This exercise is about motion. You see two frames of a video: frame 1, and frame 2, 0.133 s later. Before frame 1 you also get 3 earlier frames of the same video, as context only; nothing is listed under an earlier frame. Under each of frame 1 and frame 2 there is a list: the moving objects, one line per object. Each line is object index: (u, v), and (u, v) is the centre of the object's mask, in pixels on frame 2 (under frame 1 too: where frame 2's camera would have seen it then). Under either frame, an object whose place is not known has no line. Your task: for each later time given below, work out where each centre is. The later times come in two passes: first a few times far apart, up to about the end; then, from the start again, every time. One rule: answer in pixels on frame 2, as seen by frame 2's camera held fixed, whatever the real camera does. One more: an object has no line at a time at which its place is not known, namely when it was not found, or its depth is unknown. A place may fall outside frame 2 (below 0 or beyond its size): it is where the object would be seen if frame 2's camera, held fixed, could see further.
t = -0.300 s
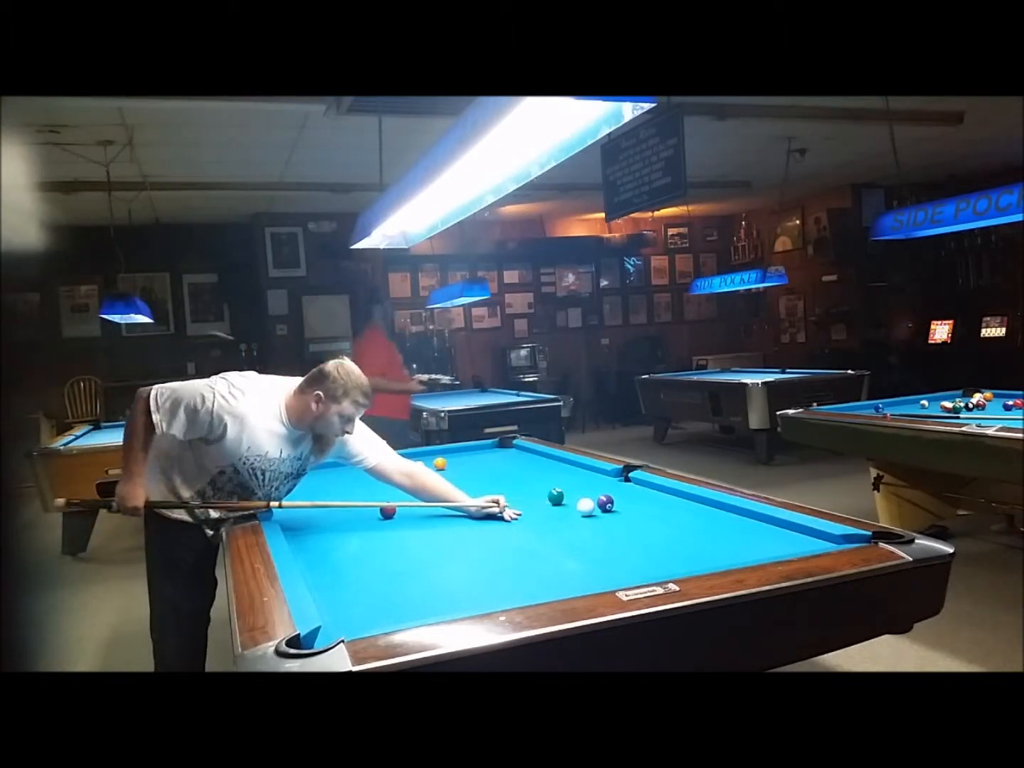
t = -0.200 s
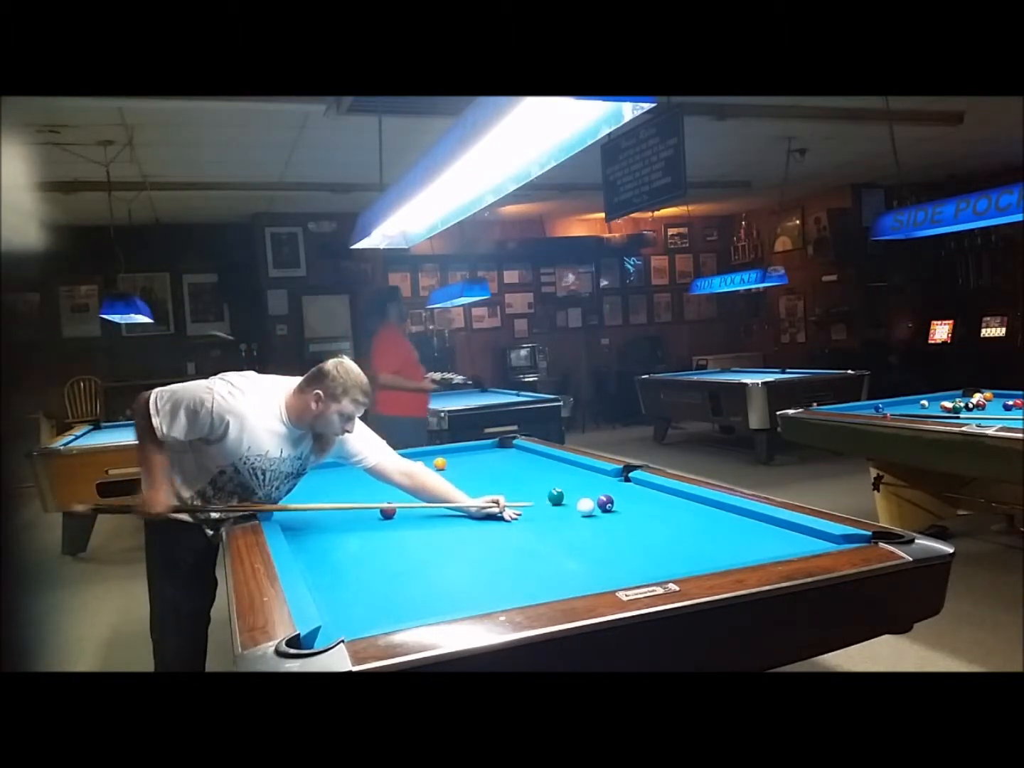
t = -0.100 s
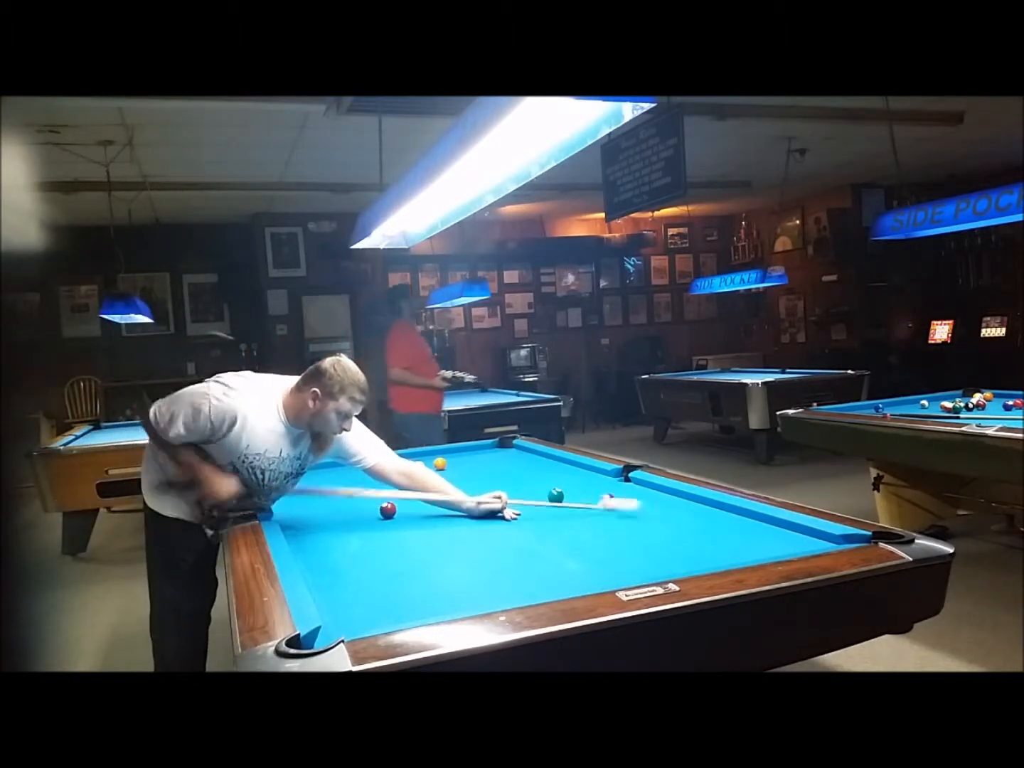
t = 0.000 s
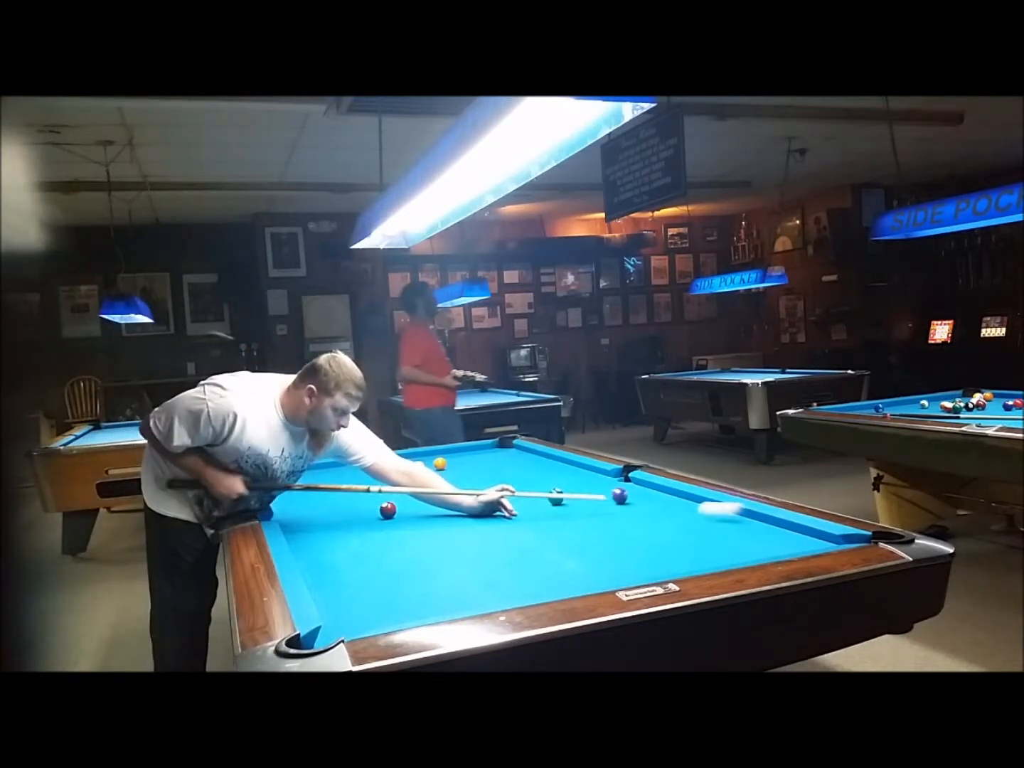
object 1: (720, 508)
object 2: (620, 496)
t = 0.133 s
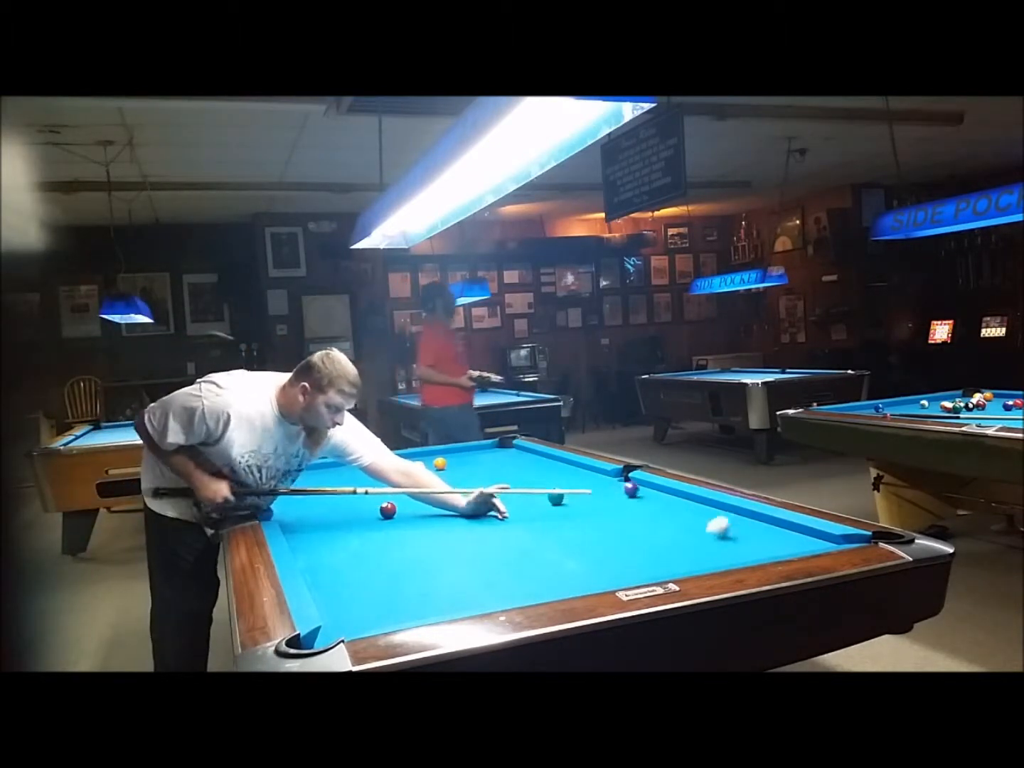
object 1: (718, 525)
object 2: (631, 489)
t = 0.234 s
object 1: (701, 539)
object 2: (640, 485)
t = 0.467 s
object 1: (660, 569)
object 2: (618, 484)
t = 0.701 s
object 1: (569, 573)
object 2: (591, 483)
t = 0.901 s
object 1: (497, 572)
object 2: (570, 483)
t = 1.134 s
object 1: (419, 572)
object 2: (547, 482)
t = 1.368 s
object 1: (346, 573)
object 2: (526, 483)
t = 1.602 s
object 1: (328, 564)
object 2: (506, 482)
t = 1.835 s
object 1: (356, 549)
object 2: (488, 482)
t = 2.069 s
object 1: (381, 536)
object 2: (471, 483)
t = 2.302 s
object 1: (401, 525)
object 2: (456, 482)
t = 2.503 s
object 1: (417, 516)
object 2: (443, 483)
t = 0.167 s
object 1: (712, 530)
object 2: (634, 488)
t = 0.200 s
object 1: (706, 535)
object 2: (637, 486)
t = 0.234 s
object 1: (701, 539)
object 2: (640, 485)
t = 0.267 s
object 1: (696, 544)
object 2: (642, 484)
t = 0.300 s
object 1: (691, 549)
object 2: (638, 484)
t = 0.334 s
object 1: (686, 554)
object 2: (634, 484)
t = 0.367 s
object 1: (681, 559)
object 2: (629, 483)
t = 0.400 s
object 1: (675, 562)
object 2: (625, 484)
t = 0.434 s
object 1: (669, 566)
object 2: (622, 483)
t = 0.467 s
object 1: (660, 569)
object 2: (618, 484)
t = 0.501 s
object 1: (646, 570)
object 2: (614, 483)
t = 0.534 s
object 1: (632, 570)
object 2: (610, 483)
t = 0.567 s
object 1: (619, 570)
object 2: (606, 483)
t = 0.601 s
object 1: (607, 570)
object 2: (602, 483)
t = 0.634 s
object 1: (594, 572)
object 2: (599, 483)
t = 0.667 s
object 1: (582, 573)
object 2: (596, 483)
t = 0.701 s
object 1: (569, 573)
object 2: (591, 483)
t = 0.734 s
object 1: (557, 573)
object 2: (588, 483)
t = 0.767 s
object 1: (545, 572)
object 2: (584, 483)
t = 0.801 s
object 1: (533, 572)
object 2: (581, 483)
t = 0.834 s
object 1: (521, 572)
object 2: (578, 482)
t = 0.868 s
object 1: (509, 572)
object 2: (574, 482)
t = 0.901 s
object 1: (497, 572)
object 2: (570, 483)
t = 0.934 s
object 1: (486, 572)
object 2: (567, 483)
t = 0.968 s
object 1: (474, 572)
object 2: (564, 482)
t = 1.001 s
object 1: (463, 572)
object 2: (561, 482)
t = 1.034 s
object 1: (452, 572)
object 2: (557, 481)
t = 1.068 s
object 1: (441, 572)
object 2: (553, 482)
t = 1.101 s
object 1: (430, 572)
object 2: (550, 482)
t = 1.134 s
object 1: (419, 572)
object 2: (547, 482)
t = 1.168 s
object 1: (408, 572)
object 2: (544, 482)
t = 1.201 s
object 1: (397, 572)
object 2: (541, 483)
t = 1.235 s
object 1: (387, 572)
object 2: (538, 482)
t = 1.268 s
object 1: (377, 572)
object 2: (535, 482)
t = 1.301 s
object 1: (366, 572)
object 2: (532, 482)
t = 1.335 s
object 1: (356, 572)
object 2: (529, 482)
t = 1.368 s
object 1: (346, 573)
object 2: (526, 483)
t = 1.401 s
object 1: (336, 572)
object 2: (523, 482)
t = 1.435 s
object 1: (325, 572)
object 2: (521, 482)
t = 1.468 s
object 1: (316, 573)
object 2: (518, 482)
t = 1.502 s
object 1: (314, 572)
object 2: (515, 482)
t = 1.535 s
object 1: (318, 569)
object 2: (512, 482)
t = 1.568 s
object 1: (323, 567)
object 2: (509, 482)
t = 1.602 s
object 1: (328, 564)
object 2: (506, 482)
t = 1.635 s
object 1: (332, 562)
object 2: (504, 482)
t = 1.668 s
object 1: (336, 560)
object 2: (501, 483)
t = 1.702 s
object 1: (340, 557)
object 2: (499, 482)
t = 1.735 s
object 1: (344, 555)
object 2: (496, 482)
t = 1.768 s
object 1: (348, 553)
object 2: (493, 482)
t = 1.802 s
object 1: (352, 551)
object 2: (491, 482)
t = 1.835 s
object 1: (356, 549)
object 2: (488, 482)
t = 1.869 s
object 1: (359, 547)
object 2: (486, 482)
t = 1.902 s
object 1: (363, 545)
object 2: (483, 483)
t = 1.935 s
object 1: (367, 543)
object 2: (481, 483)
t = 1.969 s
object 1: (370, 541)
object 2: (479, 482)
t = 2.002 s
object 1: (374, 539)
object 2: (476, 483)
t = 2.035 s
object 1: (377, 538)
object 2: (474, 483)
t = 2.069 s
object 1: (381, 536)
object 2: (471, 483)
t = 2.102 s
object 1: (384, 534)
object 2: (469, 483)
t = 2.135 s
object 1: (387, 532)
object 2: (466, 482)
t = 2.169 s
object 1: (390, 531)
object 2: (464, 483)
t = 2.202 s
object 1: (393, 529)
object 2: (462, 483)
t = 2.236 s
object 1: (396, 528)
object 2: (460, 482)
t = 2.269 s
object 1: (398, 526)
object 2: (458, 482)
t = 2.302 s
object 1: (401, 525)
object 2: (456, 482)
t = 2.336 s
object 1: (404, 523)
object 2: (453, 482)
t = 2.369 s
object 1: (407, 522)
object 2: (451, 482)
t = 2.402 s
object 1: (409, 521)
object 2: (449, 483)
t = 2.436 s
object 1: (412, 519)
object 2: (447, 482)
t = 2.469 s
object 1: (415, 518)
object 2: (445, 483)
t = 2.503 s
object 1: (417, 516)
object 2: (443, 483)
